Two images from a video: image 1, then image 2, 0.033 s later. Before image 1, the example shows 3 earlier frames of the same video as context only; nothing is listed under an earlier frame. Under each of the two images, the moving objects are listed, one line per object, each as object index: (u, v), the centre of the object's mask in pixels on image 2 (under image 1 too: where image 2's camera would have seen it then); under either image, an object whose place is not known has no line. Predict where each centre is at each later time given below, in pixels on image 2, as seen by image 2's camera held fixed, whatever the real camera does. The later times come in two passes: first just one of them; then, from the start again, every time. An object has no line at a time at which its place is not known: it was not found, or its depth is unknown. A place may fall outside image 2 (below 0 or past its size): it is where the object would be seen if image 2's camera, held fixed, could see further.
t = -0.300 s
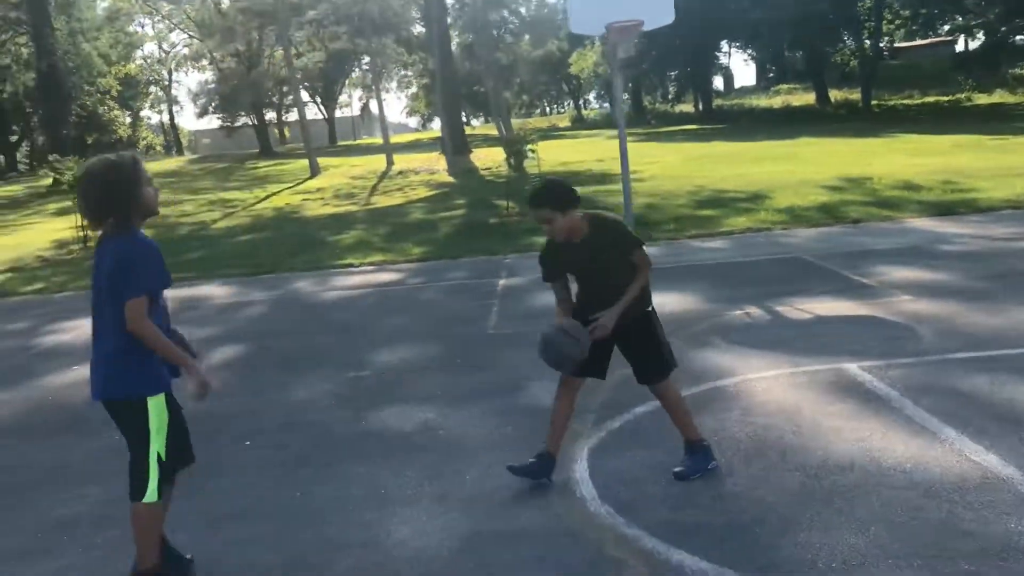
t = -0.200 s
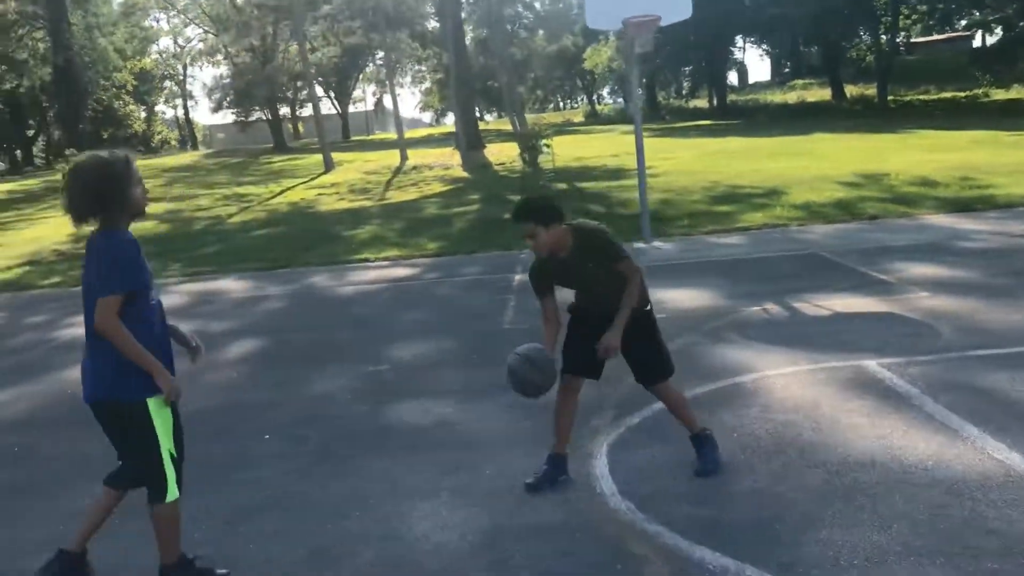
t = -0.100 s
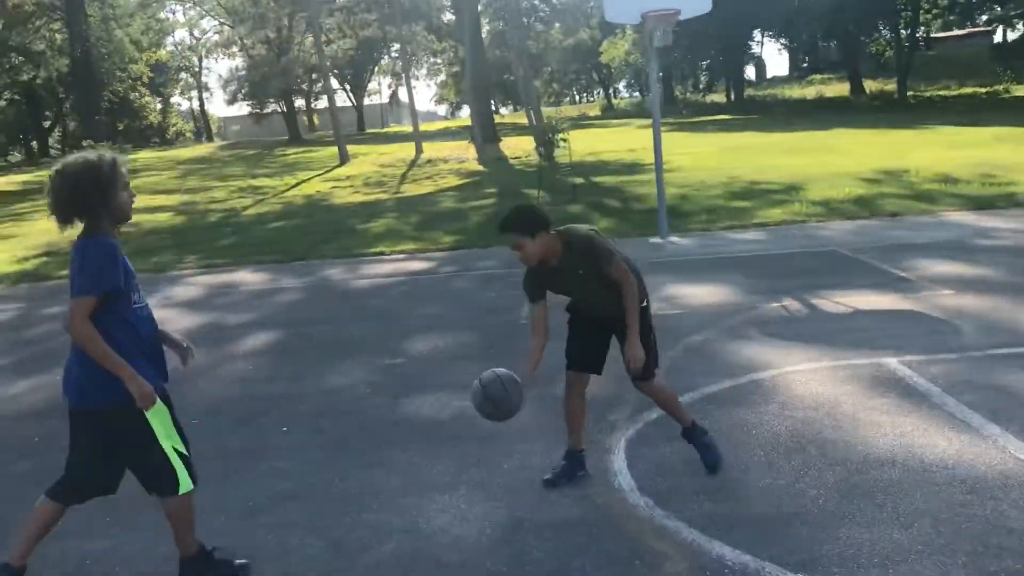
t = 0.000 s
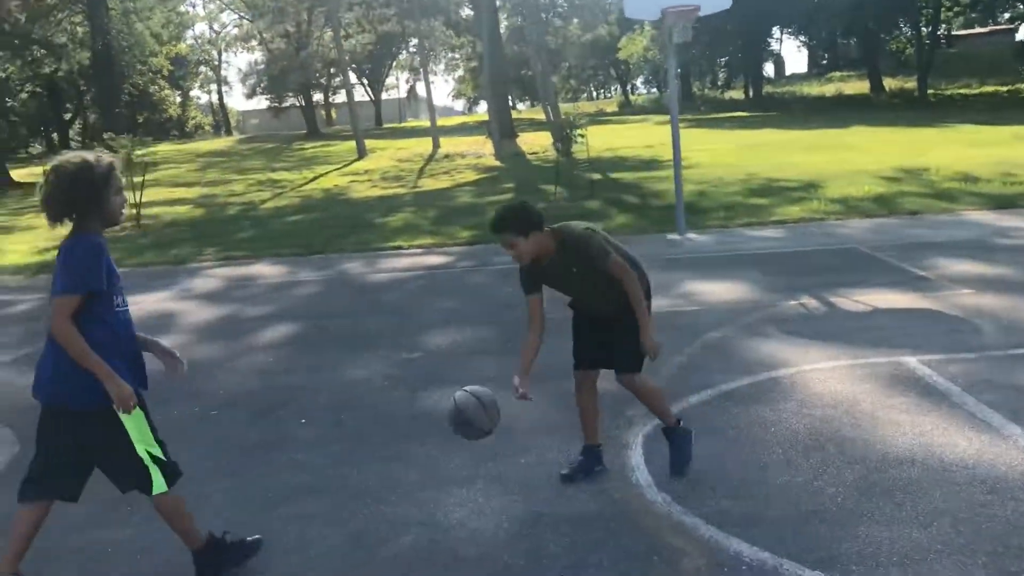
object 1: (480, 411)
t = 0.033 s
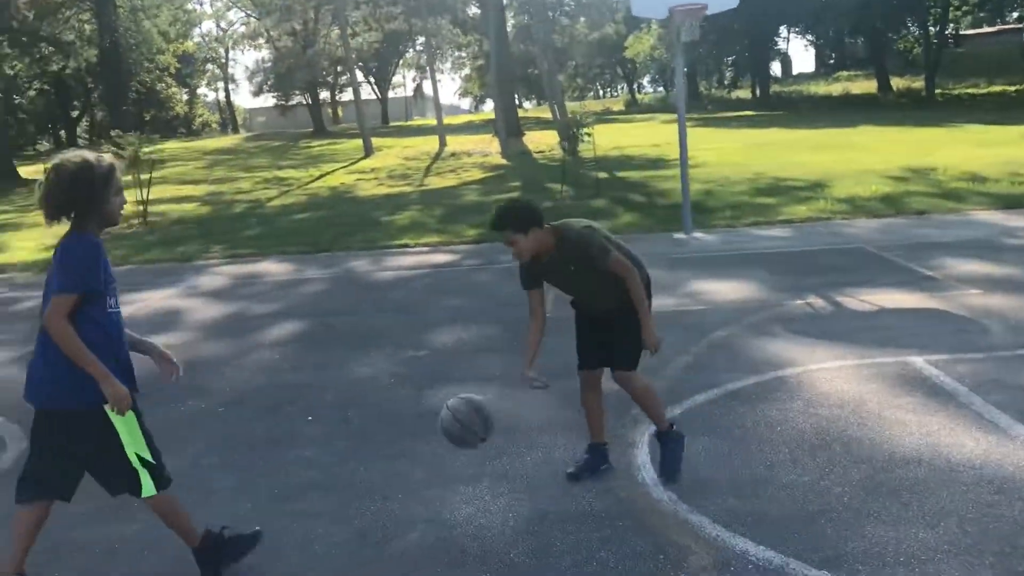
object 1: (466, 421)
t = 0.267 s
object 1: (371, 481)
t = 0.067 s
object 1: (453, 434)
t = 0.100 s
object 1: (440, 451)
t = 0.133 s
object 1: (427, 470)
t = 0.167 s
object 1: (413, 492)
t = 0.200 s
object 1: (399, 506)
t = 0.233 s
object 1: (385, 492)
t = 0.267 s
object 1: (371, 481)
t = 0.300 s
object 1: (357, 474)
